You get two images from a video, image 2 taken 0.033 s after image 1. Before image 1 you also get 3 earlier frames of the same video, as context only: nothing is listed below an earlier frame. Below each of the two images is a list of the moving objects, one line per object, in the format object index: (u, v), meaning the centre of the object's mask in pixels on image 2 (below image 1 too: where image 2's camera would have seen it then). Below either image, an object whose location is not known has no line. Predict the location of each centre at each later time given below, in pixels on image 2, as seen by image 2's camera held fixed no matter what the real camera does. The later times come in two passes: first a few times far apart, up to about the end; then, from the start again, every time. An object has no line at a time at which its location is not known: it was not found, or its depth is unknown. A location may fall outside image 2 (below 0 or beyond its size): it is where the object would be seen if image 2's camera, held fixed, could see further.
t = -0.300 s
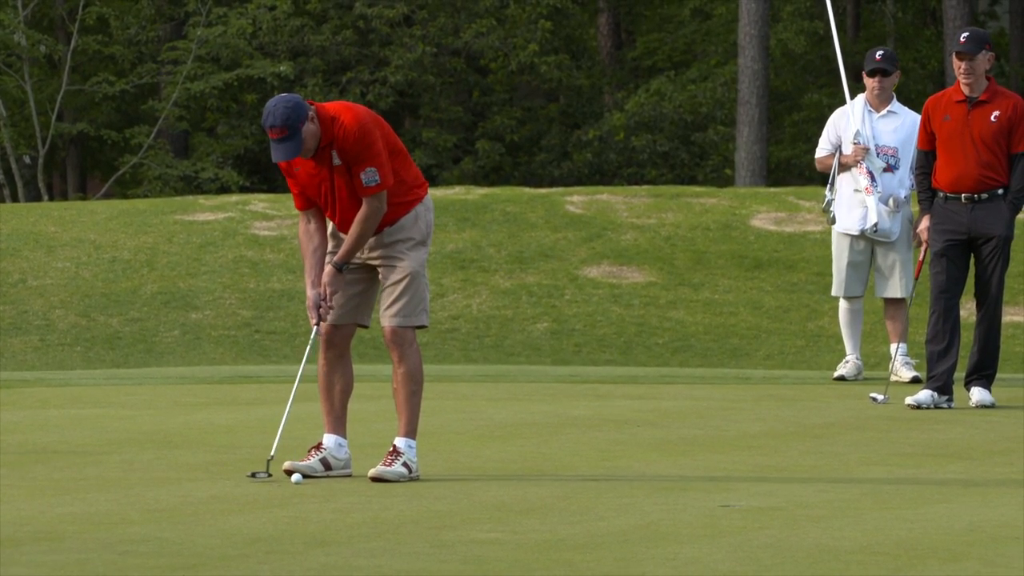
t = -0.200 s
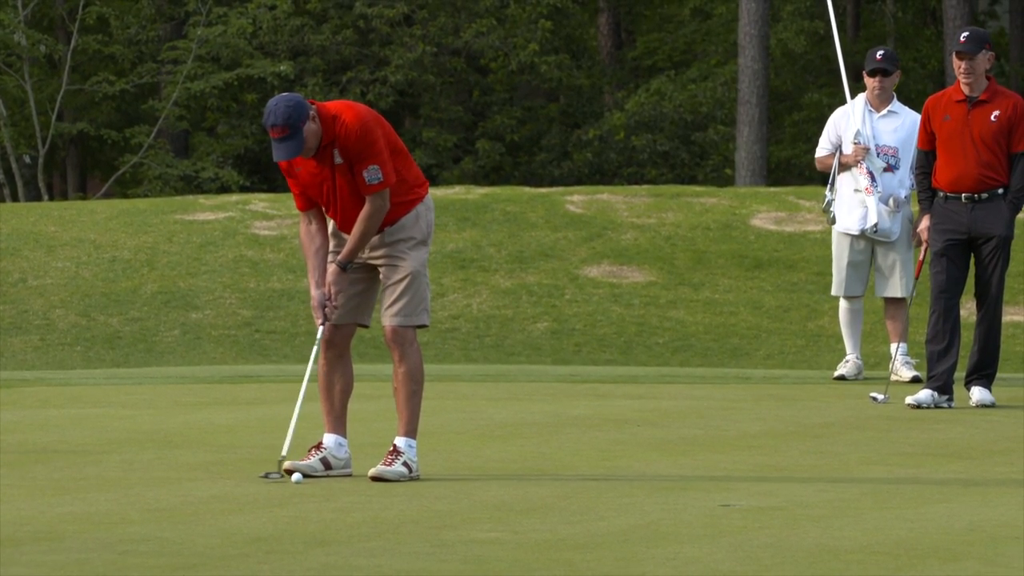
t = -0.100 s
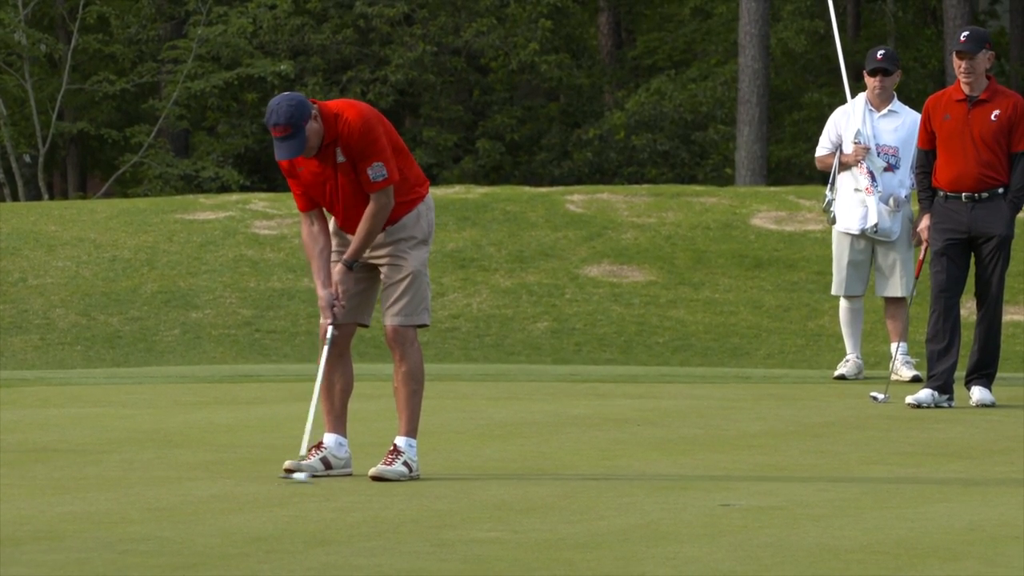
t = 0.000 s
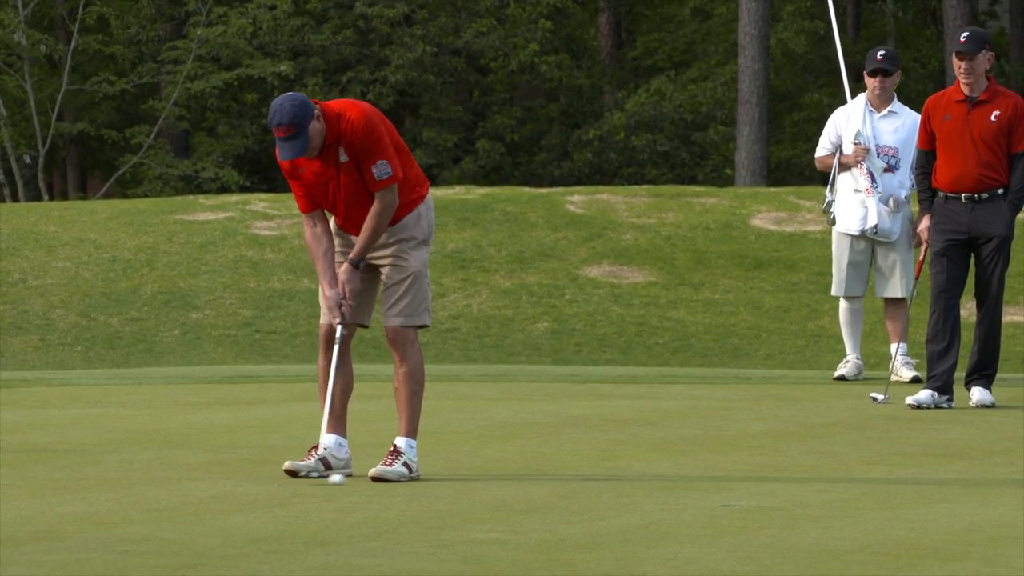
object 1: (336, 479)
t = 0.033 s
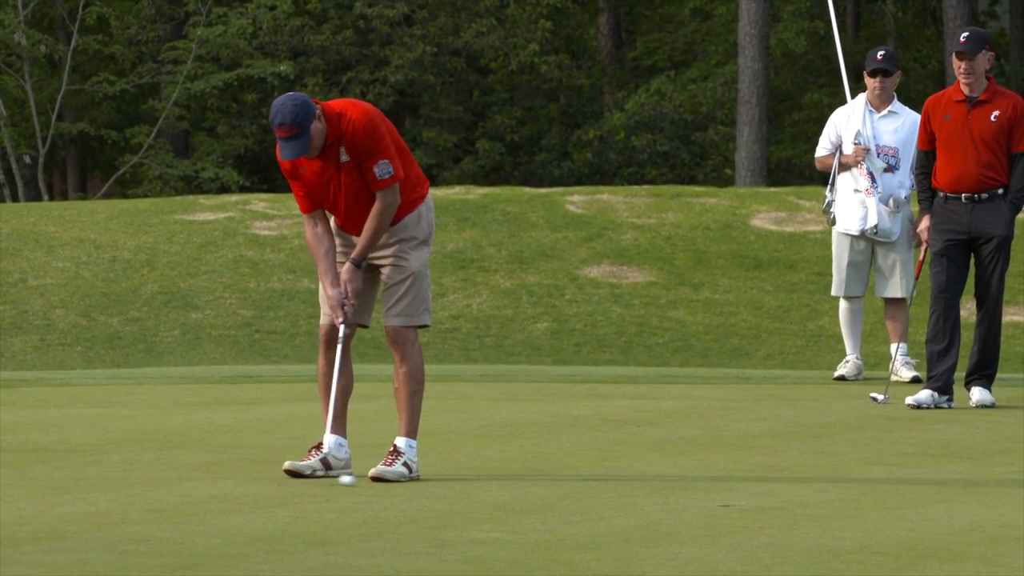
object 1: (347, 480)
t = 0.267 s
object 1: (408, 483)
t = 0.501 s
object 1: (465, 486)
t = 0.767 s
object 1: (526, 489)
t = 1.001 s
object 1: (576, 492)
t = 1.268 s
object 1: (628, 494)
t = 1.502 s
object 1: (669, 496)
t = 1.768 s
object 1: (712, 498)
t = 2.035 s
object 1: (749, 499)
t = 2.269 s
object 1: (774, 501)
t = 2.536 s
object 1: (798, 502)
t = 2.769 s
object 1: (814, 502)
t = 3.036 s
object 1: (827, 503)
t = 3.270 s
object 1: (832, 503)
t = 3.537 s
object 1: (833, 503)
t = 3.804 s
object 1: (832, 503)
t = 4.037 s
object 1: (831, 503)
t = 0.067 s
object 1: (356, 481)
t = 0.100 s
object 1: (365, 481)
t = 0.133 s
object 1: (374, 481)
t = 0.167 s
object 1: (382, 482)
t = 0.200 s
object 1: (391, 482)
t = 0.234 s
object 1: (399, 483)
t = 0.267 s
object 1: (408, 483)
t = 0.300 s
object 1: (416, 484)
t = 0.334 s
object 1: (425, 484)
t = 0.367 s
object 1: (432, 485)
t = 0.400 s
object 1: (440, 485)
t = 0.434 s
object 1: (449, 486)
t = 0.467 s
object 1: (457, 486)
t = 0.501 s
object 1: (465, 486)
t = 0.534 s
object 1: (473, 487)
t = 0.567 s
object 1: (481, 487)
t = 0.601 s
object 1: (488, 488)
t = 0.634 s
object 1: (496, 488)
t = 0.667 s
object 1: (504, 488)
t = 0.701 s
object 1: (511, 489)
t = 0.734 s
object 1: (519, 489)
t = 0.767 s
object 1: (526, 489)
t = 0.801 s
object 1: (533, 490)
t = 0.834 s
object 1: (541, 490)
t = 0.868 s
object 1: (547, 491)
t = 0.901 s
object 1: (555, 491)
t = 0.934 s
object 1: (562, 491)
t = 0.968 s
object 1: (569, 491)
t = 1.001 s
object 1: (576, 492)
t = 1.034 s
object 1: (582, 492)
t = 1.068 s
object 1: (589, 492)
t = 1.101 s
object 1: (596, 493)
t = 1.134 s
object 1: (602, 493)
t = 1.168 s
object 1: (609, 493)
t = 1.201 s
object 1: (615, 493)
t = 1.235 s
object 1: (622, 494)
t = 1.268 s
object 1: (628, 494)
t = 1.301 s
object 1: (634, 494)
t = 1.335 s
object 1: (640, 495)
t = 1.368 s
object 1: (646, 495)
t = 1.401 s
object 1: (652, 496)
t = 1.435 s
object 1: (658, 495)
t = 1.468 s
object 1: (664, 496)
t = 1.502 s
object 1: (669, 496)
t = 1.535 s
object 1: (675, 496)
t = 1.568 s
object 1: (681, 497)
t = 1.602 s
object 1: (686, 497)
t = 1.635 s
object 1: (692, 497)
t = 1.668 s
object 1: (697, 497)
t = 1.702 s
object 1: (702, 497)
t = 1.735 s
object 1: (707, 498)
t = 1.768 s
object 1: (712, 498)
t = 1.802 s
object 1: (718, 498)
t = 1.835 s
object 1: (723, 499)
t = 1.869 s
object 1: (727, 498)
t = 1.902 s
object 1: (732, 499)
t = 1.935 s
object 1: (736, 499)
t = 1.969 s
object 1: (741, 499)
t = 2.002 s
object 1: (744, 499)
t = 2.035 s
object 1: (749, 499)
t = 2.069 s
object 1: (752, 500)
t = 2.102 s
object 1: (756, 500)
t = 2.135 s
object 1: (760, 500)
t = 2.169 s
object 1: (763, 500)
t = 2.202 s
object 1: (767, 500)
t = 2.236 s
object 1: (771, 500)
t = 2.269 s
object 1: (774, 501)
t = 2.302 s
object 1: (777, 501)
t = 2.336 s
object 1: (781, 501)
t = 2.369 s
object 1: (784, 501)
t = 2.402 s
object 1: (787, 501)
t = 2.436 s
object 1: (790, 502)
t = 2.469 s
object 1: (792, 502)
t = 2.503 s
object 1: (795, 502)
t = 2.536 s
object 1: (798, 502)
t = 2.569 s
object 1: (801, 502)
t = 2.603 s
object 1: (803, 502)
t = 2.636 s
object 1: (805, 502)
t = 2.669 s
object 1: (808, 502)
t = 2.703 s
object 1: (810, 502)
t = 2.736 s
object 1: (812, 502)
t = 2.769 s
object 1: (814, 502)
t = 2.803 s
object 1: (816, 502)
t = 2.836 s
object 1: (818, 502)
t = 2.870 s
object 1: (820, 502)
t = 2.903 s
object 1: (822, 503)
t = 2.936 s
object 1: (823, 503)
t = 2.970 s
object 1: (824, 503)
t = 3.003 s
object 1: (826, 503)
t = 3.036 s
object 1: (827, 503)
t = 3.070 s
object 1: (828, 503)
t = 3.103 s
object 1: (829, 503)
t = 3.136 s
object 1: (830, 503)
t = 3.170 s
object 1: (831, 503)
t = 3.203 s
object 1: (832, 503)
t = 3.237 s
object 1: (832, 503)
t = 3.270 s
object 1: (832, 503)
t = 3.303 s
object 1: (832, 503)
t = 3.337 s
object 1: (833, 503)
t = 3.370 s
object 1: (833, 503)
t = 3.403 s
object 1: (833, 503)
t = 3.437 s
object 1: (833, 503)
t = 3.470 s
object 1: (833, 503)
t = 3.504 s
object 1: (833, 503)
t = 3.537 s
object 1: (833, 503)
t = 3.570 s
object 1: (833, 503)
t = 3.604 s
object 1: (833, 503)
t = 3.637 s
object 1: (833, 503)
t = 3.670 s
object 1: (833, 503)
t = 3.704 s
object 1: (833, 503)
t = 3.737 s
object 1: (833, 503)
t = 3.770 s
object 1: (833, 503)
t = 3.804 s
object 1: (832, 503)
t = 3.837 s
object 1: (832, 503)
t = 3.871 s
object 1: (833, 503)
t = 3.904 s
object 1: (832, 503)
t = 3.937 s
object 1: (833, 503)
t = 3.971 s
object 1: (833, 504)
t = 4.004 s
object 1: (833, 504)
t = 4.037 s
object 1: (831, 503)
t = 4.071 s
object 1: (831, 503)
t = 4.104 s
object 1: (830, 503)
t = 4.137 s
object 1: (829, 503)
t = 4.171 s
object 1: (828, 502)
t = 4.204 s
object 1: (826, 501)
